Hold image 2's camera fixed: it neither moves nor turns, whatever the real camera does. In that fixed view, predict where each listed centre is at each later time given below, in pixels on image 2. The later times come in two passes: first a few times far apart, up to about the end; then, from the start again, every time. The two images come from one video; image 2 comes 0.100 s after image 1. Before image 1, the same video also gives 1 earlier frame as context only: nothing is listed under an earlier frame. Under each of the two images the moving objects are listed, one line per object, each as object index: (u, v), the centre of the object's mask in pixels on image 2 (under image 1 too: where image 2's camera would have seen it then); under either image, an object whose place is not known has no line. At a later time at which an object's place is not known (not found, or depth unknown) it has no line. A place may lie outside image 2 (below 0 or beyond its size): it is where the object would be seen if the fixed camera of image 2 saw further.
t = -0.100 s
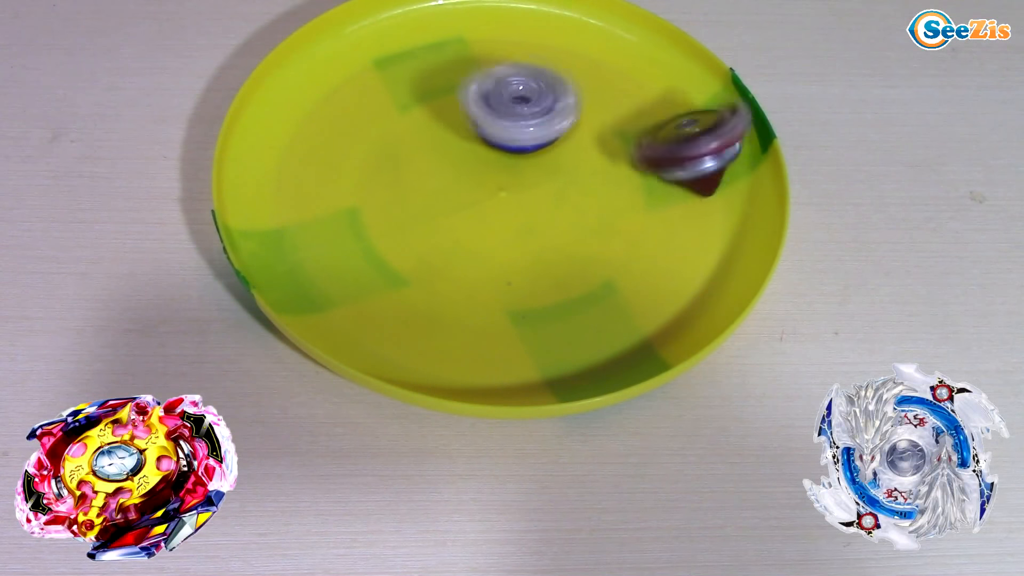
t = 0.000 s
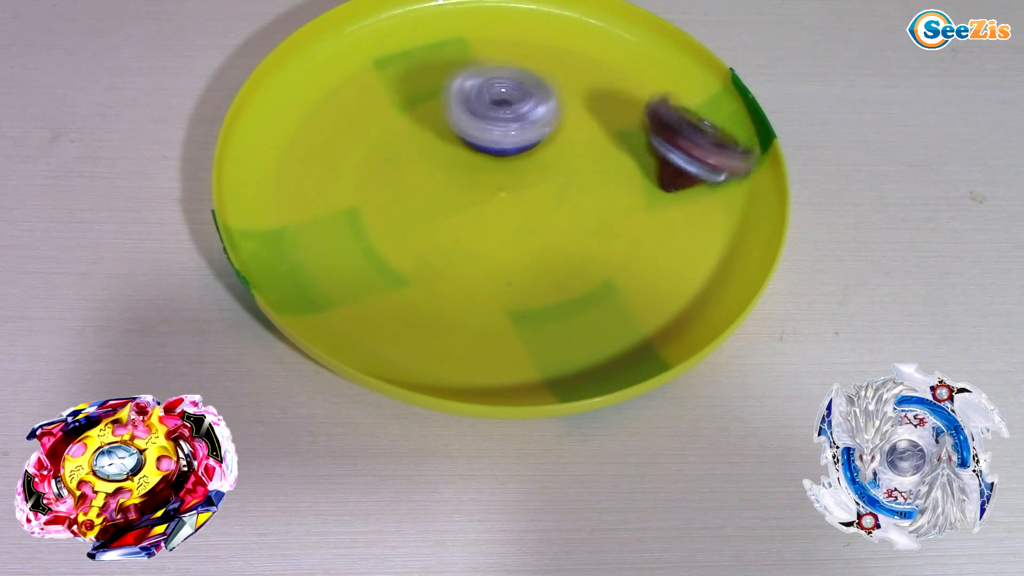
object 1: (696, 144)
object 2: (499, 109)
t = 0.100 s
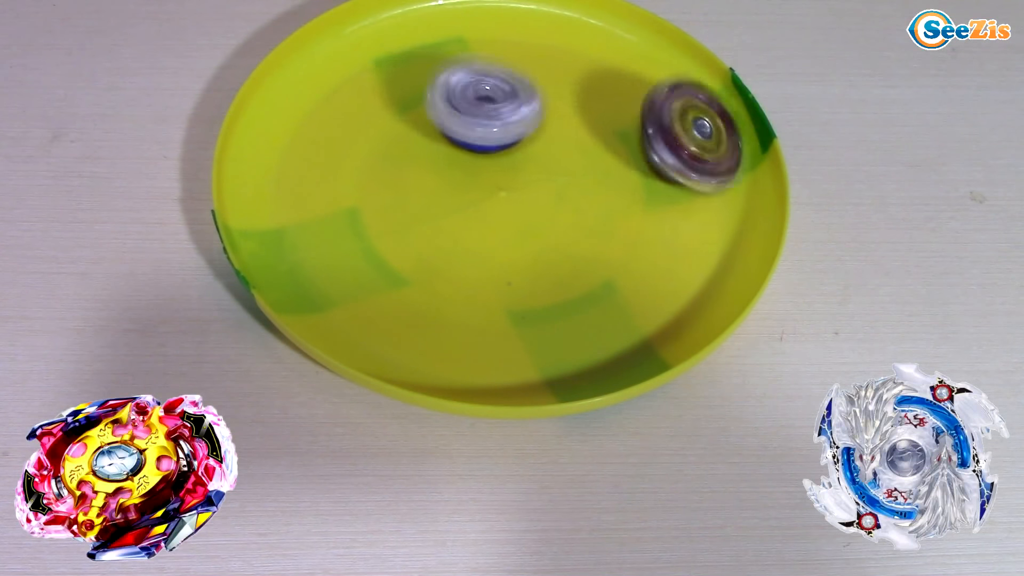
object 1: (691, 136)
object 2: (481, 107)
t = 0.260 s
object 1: (710, 125)
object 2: (445, 91)
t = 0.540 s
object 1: (675, 129)
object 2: (457, 56)
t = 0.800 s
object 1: (655, 100)
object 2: (494, 37)
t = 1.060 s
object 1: (669, 76)
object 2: (528, 32)
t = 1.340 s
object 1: (688, 96)
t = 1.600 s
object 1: (690, 95)
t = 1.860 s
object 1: (690, 95)
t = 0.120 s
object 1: (692, 134)
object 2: (477, 105)
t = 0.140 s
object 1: (693, 130)
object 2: (468, 103)
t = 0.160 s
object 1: (699, 129)
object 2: (457, 101)
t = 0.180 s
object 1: (697, 124)
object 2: (461, 100)
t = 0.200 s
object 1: (700, 125)
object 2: (458, 98)
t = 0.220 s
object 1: (702, 124)
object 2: (458, 96)
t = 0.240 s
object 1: (708, 123)
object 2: (459, 94)
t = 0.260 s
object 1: (710, 125)
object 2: (445, 91)
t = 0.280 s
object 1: (712, 125)
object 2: (458, 90)
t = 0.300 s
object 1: (715, 127)
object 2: (456, 87)
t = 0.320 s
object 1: (713, 128)
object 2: (454, 85)
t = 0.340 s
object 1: (712, 128)
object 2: (455, 82)
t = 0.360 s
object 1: (705, 128)
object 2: (453, 79)
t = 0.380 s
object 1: (700, 128)
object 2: (452, 77)
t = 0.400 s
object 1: (694, 128)
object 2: (453, 74)
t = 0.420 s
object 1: (688, 130)
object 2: (451, 71)
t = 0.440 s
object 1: (685, 128)
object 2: (452, 68)
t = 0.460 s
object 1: (682, 129)
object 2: (452, 65)
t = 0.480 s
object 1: (680, 130)
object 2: (453, 64)
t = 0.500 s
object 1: (679, 131)
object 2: (454, 60)
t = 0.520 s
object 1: (676, 130)
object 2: (454, 58)
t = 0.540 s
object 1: (675, 129)
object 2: (457, 56)
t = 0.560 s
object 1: (675, 130)
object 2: (458, 53)
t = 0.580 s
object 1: (672, 129)
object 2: (458, 51)
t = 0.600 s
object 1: (670, 128)
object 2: (463, 48)
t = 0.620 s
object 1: (668, 129)
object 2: (463, 47)
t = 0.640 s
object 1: (665, 125)
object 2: (466, 45)
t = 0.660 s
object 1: (663, 125)
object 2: (471, 42)
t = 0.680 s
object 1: (662, 123)
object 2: (472, 42)
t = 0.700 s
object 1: (659, 120)
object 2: (476, 40)
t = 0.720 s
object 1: (656, 118)
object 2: (480, 39)
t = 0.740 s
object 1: (656, 113)
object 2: (482, 39)
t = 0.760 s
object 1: (655, 110)
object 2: (486, 38)
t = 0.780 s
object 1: (655, 105)
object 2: (489, 37)
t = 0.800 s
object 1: (655, 100)
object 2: (494, 37)
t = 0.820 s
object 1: (654, 96)
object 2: (499, 36)
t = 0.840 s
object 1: (655, 92)
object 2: (501, 37)
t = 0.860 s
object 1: (657, 86)
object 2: (506, 36)
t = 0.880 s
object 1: (660, 81)
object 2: (509, 36)
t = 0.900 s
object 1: (662, 76)
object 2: (513, 37)
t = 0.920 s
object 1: (663, 72)
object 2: (519, 36)
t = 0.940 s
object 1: (661, 70)
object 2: (521, 37)
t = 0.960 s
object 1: (657, 69)
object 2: (525, 37)
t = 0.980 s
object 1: (654, 68)
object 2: (531, 37)
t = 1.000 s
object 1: (652, 68)
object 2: (534, 39)
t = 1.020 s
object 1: (650, 69)
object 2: (537, 39)
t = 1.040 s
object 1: (655, 71)
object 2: (536, 37)
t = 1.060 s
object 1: (669, 76)
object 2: (528, 32)
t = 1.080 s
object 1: (678, 83)
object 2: (521, 29)
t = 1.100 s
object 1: (680, 89)
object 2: (515, 26)
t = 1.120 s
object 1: (681, 93)
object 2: (512, 24)
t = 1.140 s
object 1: (682, 96)
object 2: (511, 23)
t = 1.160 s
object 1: (682, 98)
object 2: (511, 22)
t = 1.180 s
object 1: (682, 98)
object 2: (510, 22)
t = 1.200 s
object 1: (682, 98)
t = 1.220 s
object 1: (683, 98)
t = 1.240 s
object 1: (683, 98)
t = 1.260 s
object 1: (685, 98)
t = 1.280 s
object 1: (686, 97)
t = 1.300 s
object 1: (686, 97)
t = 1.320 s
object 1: (687, 97)
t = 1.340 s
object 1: (688, 96)
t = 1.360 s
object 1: (688, 96)
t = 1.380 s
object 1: (689, 95)
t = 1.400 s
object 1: (690, 95)
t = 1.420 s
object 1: (690, 95)
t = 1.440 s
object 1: (690, 95)
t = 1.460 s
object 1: (689, 95)
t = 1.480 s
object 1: (689, 95)
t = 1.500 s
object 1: (689, 95)
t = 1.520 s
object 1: (690, 95)
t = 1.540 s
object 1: (690, 95)
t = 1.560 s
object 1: (690, 95)
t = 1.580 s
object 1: (690, 95)
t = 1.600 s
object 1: (690, 95)
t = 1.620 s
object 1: (690, 95)
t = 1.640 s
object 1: (690, 95)
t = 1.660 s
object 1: (690, 95)
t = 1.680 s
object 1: (690, 95)
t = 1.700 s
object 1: (690, 95)
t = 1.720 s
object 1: (690, 95)
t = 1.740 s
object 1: (690, 95)
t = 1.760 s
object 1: (690, 95)
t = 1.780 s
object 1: (690, 95)
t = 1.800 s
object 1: (690, 95)
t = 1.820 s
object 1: (690, 95)
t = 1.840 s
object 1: (690, 95)
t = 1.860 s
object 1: (690, 95)
